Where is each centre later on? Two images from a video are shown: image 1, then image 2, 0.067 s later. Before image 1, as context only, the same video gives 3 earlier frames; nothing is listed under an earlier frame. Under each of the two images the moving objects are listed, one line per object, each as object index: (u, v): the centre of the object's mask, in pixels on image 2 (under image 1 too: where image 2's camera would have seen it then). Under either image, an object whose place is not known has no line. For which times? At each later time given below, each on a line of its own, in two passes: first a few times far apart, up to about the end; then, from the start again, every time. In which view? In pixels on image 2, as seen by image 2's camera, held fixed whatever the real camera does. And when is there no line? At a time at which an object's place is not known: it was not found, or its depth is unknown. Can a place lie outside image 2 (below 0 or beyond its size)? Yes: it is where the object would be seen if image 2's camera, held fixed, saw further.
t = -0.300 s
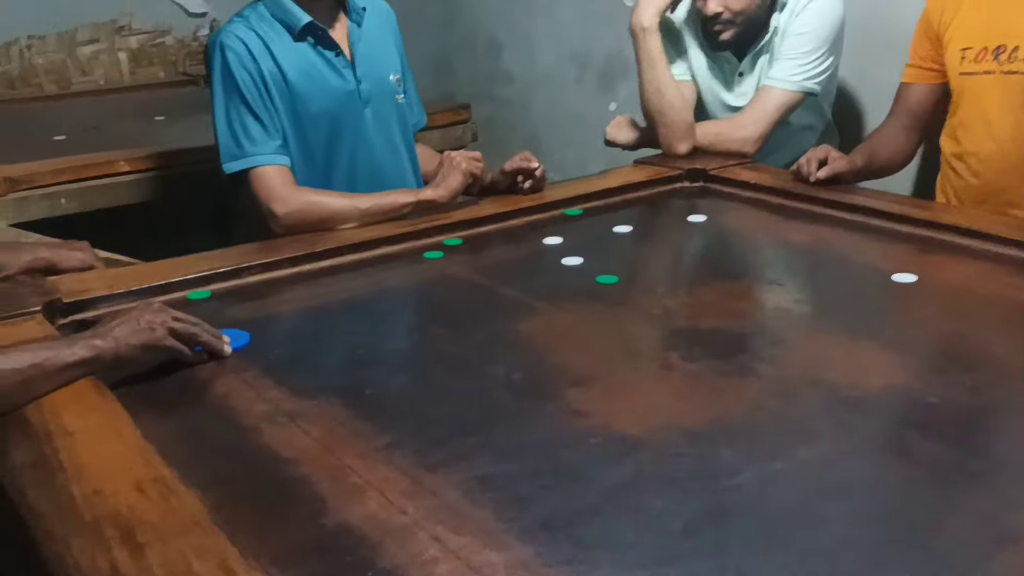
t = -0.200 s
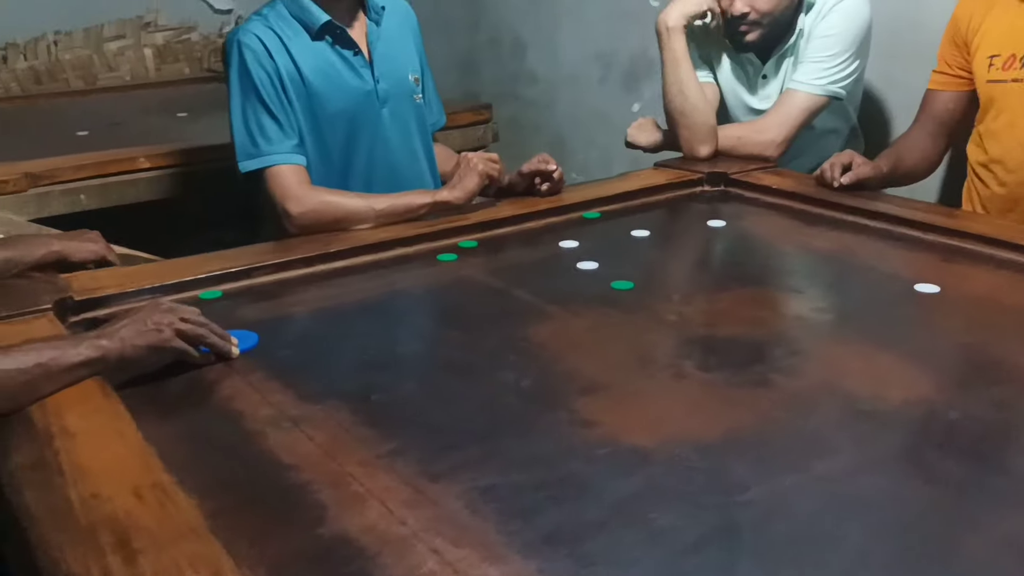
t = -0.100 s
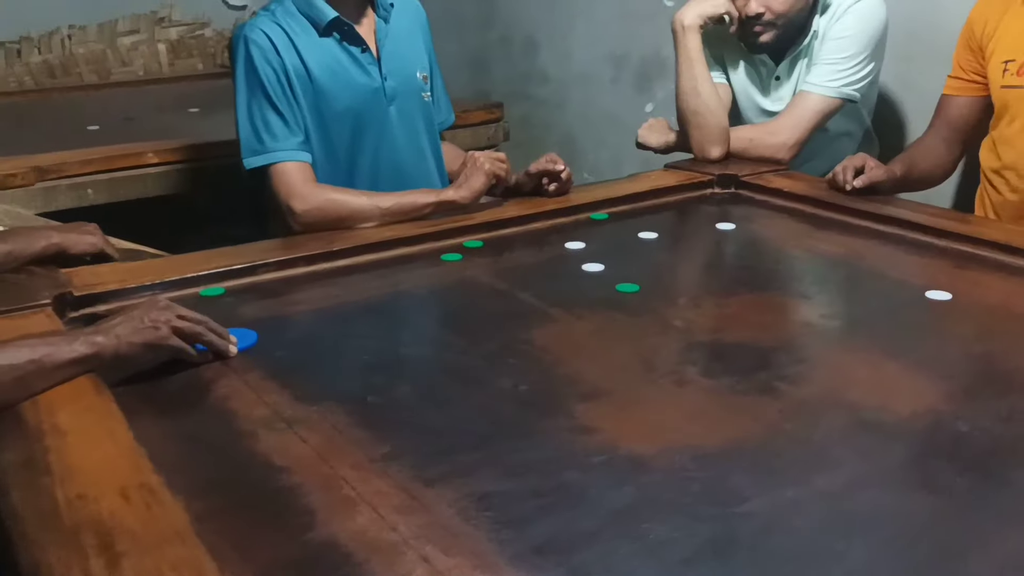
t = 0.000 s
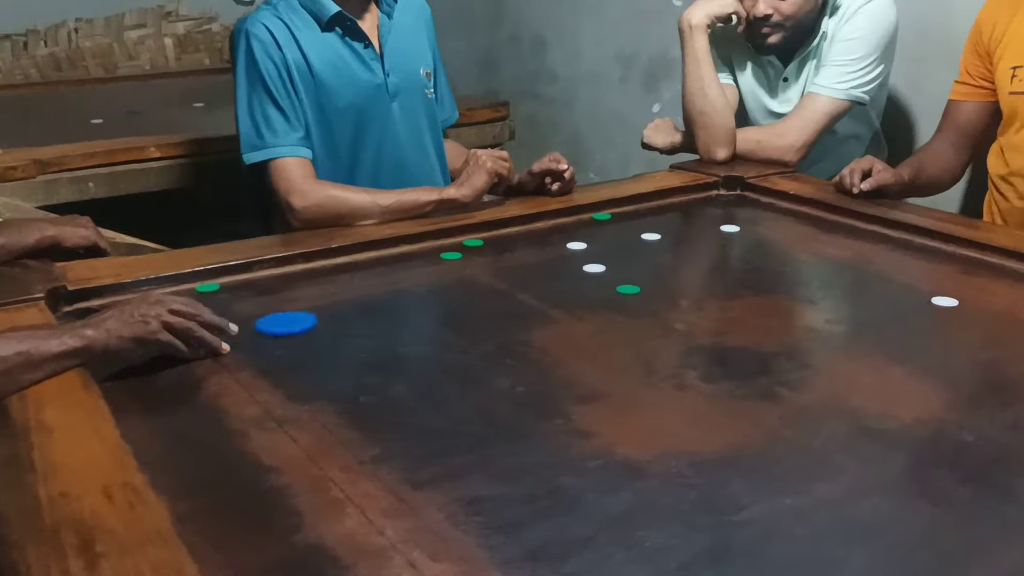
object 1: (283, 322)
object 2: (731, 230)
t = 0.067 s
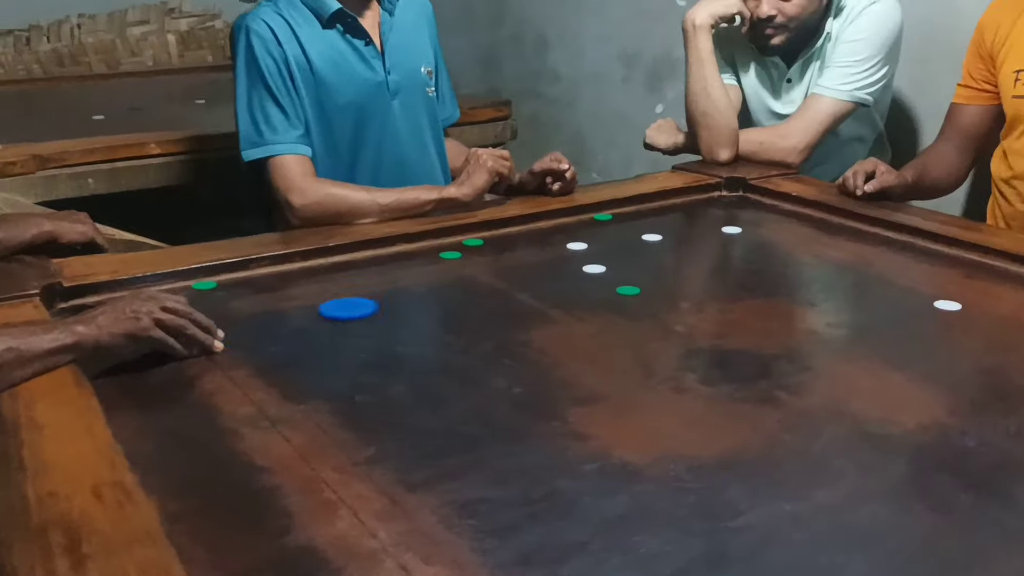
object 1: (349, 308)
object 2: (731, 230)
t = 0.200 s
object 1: (459, 285)
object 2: (732, 229)
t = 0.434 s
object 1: (613, 251)
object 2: (732, 230)
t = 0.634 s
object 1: (703, 229)
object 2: (738, 229)
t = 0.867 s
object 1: (772, 213)
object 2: (819, 236)
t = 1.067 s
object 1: (747, 215)
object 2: (766, 261)
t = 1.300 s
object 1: (703, 223)
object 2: (699, 293)
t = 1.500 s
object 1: (672, 228)
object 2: (638, 322)
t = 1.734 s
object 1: (649, 231)
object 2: (563, 357)
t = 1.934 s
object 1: (645, 232)
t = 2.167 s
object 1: (645, 232)
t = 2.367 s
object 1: (645, 232)
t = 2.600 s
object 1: (645, 232)
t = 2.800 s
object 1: (645, 232)
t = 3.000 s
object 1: (644, 233)
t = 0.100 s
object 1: (380, 302)
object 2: (732, 230)
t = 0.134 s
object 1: (408, 296)
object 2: (732, 230)
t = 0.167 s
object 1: (432, 291)
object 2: (732, 230)
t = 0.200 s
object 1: (459, 285)
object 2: (732, 229)
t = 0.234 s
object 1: (484, 280)
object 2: (732, 230)
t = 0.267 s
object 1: (509, 275)
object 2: (731, 229)
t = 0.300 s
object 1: (532, 270)
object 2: (731, 229)
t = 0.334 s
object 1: (554, 265)
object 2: (732, 230)
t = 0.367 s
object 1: (574, 260)
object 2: (732, 229)
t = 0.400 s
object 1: (594, 256)
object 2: (732, 230)
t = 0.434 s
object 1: (613, 251)
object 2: (732, 230)
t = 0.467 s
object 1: (630, 247)
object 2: (732, 230)
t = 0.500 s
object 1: (646, 243)
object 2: (732, 230)
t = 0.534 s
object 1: (661, 239)
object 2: (732, 229)
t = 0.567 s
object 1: (676, 236)
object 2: (732, 229)
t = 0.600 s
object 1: (691, 233)
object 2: (732, 229)
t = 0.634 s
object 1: (703, 229)
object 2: (738, 229)
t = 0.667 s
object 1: (715, 227)
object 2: (764, 228)
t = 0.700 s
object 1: (724, 224)
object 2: (791, 226)
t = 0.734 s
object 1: (734, 222)
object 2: (817, 225)
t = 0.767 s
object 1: (744, 219)
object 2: (841, 224)
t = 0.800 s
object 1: (754, 217)
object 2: (835, 227)
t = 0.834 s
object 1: (763, 214)
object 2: (828, 232)
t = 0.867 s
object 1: (772, 213)
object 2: (819, 236)
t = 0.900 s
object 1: (780, 211)
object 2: (810, 240)
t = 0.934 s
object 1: (775, 211)
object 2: (802, 244)
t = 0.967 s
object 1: (769, 212)
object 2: (793, 248)
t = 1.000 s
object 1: (761, 213)
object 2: (784, 253)
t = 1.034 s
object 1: (754, 214)
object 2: (775, 257)
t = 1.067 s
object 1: (747, 215)
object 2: (766, 261)
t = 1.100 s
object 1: (741, 216)
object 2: (757, 266)
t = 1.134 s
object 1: (734, 218)
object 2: (748, 270)
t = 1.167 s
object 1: (728, 219)
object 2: (738, 275)
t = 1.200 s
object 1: (721, 219)
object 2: (729, 279)
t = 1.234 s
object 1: (715, 220)
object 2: (719, 284)
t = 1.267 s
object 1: (709, 222)
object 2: (709, 289)
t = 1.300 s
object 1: (703, 223)
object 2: (699, 293)
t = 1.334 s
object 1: (697, 223)
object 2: (689, 298)
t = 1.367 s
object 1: (692, 224)
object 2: (678, 303)
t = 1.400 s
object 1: (686, 225)
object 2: (669, 308)
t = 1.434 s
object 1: (682, 226)
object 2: (658, 312)
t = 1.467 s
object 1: (676, 227)
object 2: (648, 317)
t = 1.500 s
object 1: (672, 228)
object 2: (638, 322)
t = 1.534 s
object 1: (667, 228)
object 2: (627, 326)
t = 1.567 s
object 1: (664, 229)
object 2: (617, 332)
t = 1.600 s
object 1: (660, 230)
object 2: (607, 336)
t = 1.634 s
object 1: (657, 230)
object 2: (595, 342)
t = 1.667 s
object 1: (654, 231)
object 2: (584, 347)
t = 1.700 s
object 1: (651, 231)
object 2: (574, 352)
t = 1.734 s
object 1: (649, 231)
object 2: (563, 357)
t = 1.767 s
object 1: (647, 232)
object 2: (553, 362)
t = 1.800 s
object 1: (646, 232)
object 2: (542, 367)
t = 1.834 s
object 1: (645, 232)
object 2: (532, 371)
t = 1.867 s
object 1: (645, 232)
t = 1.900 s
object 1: (645, 232)
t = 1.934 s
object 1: (645, 232)
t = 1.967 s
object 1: (645, 232)
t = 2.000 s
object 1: (645, 232)
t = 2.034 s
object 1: (645, 232)
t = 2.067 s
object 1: (645, 232)
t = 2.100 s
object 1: (645, 232)
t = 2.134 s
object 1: (645, 232)
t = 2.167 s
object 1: (645, 232)
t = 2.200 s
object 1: (645, 232)
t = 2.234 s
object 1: (645, 232)
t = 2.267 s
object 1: (645, 232)
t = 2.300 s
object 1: (645, 232)
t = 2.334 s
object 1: (645, 232)
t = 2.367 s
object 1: (645, 232)
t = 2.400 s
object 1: (645, 232)
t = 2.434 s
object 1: (645, 232)
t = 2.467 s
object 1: (645, 232)
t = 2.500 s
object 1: (645, 232)
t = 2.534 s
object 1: (645, 232)
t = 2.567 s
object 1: (645, 232)
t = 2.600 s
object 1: (645, 232)
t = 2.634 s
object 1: (645, 232)
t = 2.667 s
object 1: (645, 232)
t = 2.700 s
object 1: (645, 232)
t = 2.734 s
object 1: (645, 232)
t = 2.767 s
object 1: (645, 232)
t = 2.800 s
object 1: (645, 232)
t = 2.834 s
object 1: (645, 232)
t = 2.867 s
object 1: (645, 232)
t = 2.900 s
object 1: (645, 232)
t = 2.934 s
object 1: (645, 233)
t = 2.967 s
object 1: (645, 233)
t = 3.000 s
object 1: (644, 233)
